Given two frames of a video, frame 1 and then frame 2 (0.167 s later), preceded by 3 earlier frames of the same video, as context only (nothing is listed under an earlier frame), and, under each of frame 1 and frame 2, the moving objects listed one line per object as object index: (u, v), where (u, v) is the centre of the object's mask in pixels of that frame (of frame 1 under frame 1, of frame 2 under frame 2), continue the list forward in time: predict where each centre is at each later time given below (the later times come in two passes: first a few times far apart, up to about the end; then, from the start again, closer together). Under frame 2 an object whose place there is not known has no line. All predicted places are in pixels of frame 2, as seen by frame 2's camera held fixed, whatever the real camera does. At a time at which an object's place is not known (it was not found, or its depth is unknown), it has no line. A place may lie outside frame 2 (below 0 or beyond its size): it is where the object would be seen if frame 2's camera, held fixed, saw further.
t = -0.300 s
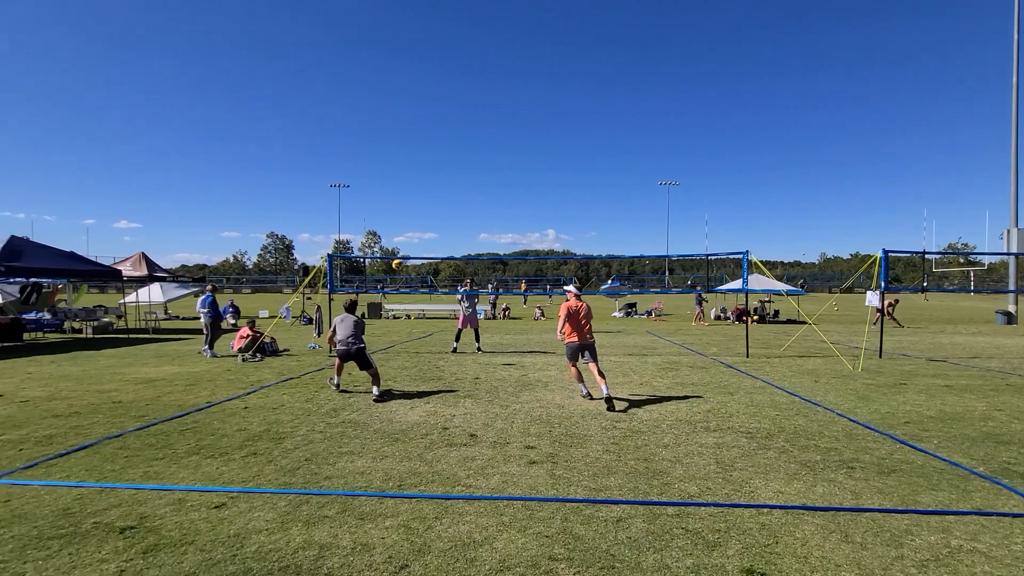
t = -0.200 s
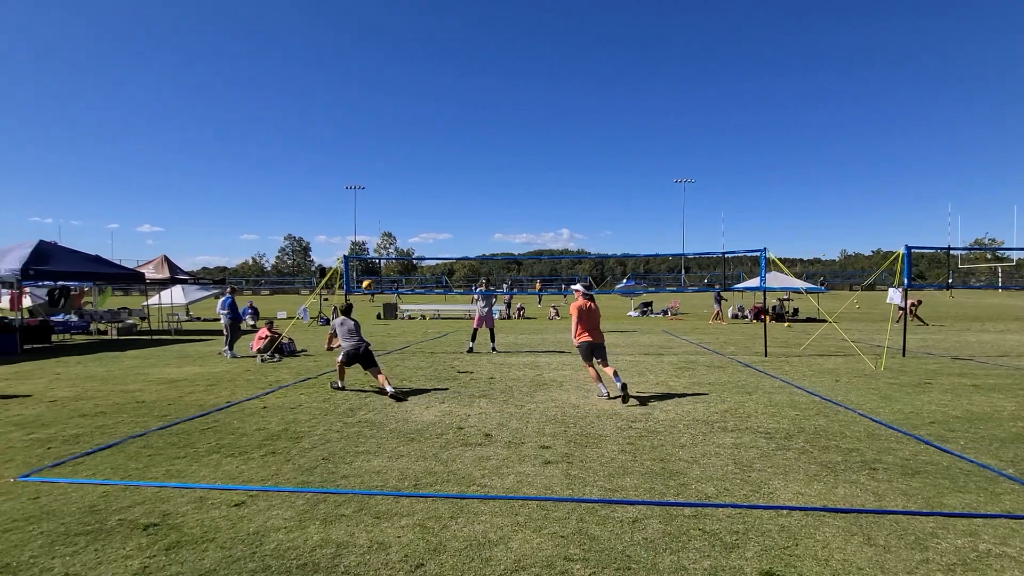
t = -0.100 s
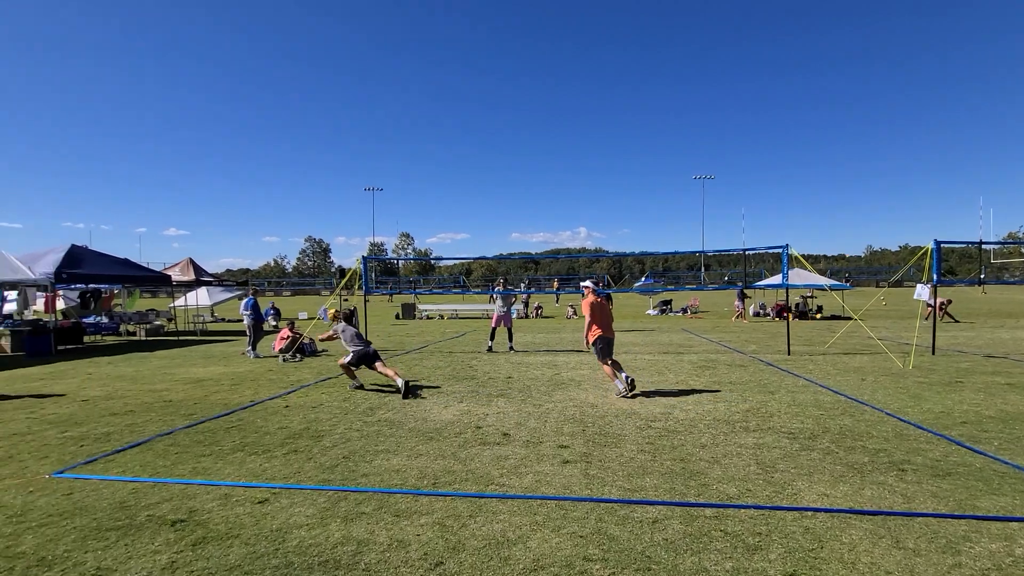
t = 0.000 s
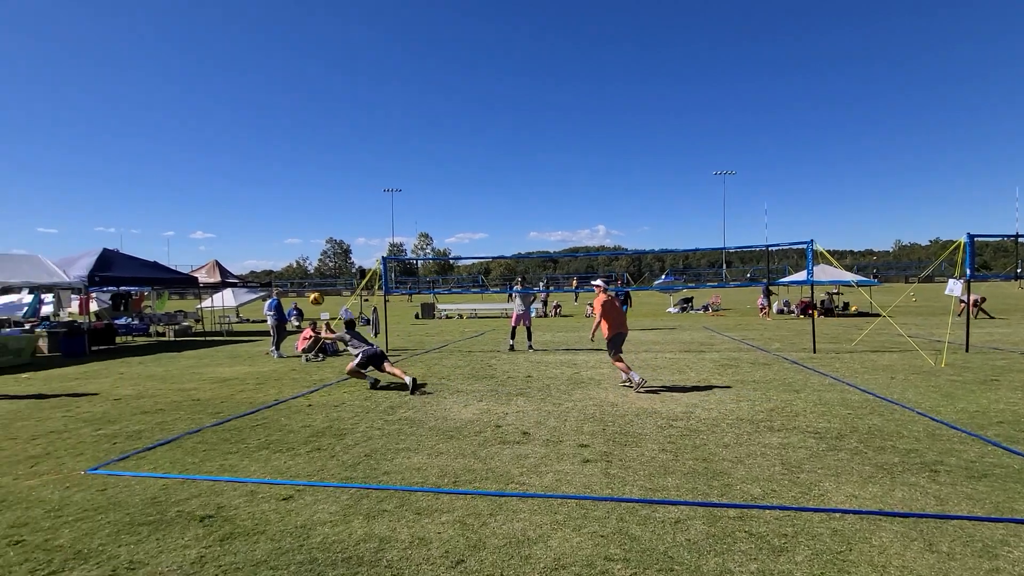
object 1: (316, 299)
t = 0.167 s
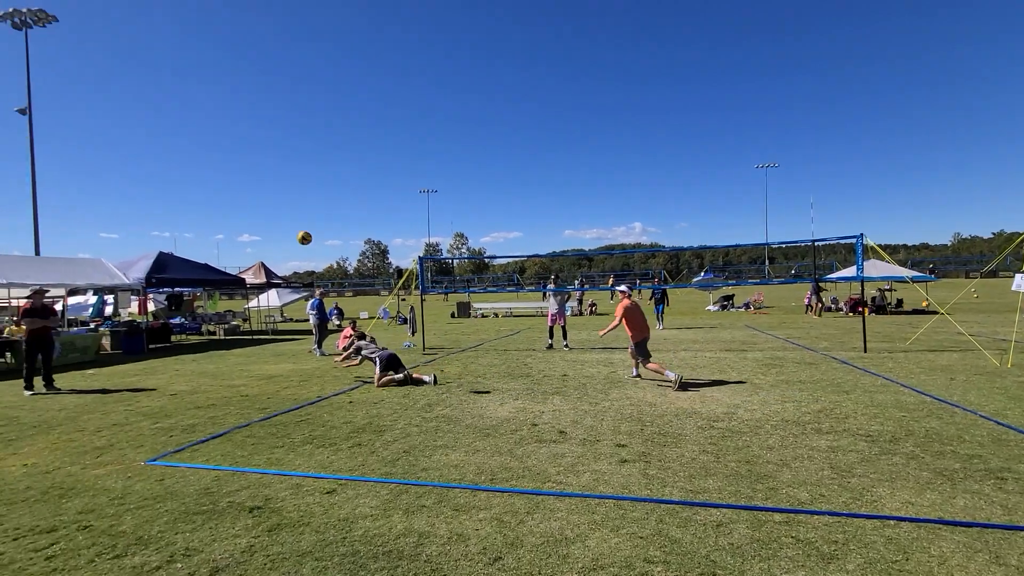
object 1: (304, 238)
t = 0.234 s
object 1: (281, 217)
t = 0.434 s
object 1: (204, 166)
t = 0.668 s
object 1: (96, 134)
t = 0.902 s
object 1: (-40, 145)
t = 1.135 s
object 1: (-215, 218)
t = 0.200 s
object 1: (293, 227)
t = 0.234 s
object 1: (281, 217)
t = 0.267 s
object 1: (269, 207)
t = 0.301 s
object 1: (257, 198)
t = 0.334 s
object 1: (244, 189)
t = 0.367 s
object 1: (231, 181)
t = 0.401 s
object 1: (218, 173)
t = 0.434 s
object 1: (204, 166)
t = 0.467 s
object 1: (190, 160)
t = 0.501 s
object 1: (175, 154)
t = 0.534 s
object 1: (160, 148)
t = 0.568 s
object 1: (145, 144)
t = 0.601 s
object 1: (129, 140)
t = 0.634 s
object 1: (113, 137)
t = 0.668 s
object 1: (96, 134)
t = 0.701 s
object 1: (78, 133)
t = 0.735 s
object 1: (60, 133)
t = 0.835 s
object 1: (2, 137)
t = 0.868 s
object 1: (-18, 140)
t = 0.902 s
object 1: (-40, 145)
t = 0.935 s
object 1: (-63, 151)
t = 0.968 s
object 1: (-86, 158)
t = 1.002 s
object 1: (-110, 167)
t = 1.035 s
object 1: (-135, 177)
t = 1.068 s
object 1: (-161, 189)
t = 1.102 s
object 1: (-188, 203)
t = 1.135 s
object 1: (-215, 218)
